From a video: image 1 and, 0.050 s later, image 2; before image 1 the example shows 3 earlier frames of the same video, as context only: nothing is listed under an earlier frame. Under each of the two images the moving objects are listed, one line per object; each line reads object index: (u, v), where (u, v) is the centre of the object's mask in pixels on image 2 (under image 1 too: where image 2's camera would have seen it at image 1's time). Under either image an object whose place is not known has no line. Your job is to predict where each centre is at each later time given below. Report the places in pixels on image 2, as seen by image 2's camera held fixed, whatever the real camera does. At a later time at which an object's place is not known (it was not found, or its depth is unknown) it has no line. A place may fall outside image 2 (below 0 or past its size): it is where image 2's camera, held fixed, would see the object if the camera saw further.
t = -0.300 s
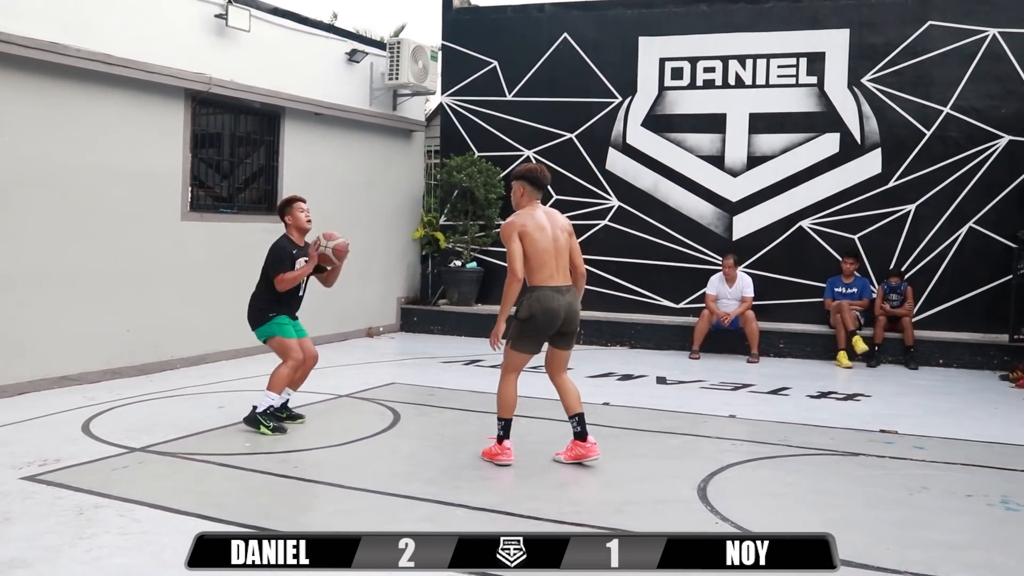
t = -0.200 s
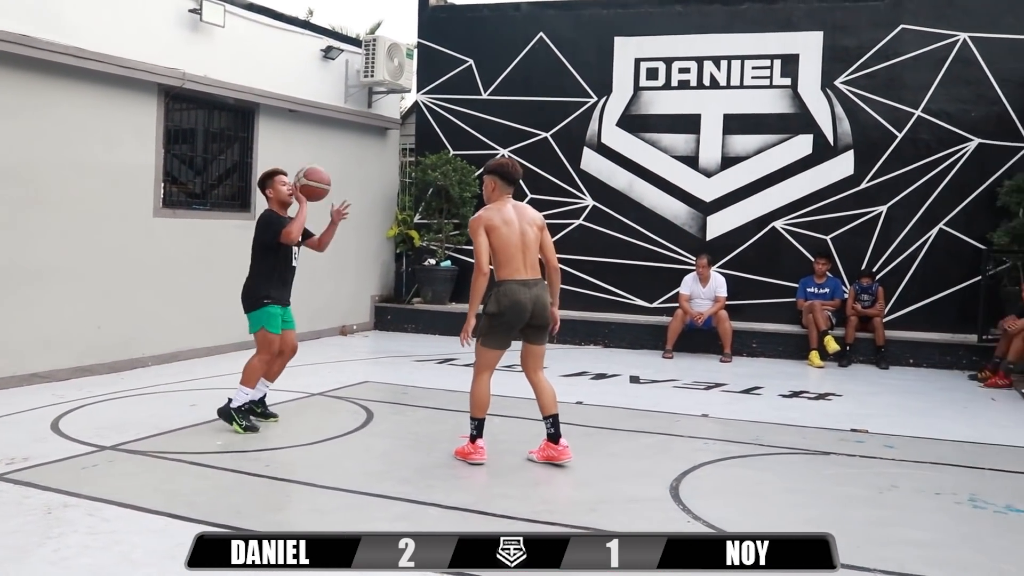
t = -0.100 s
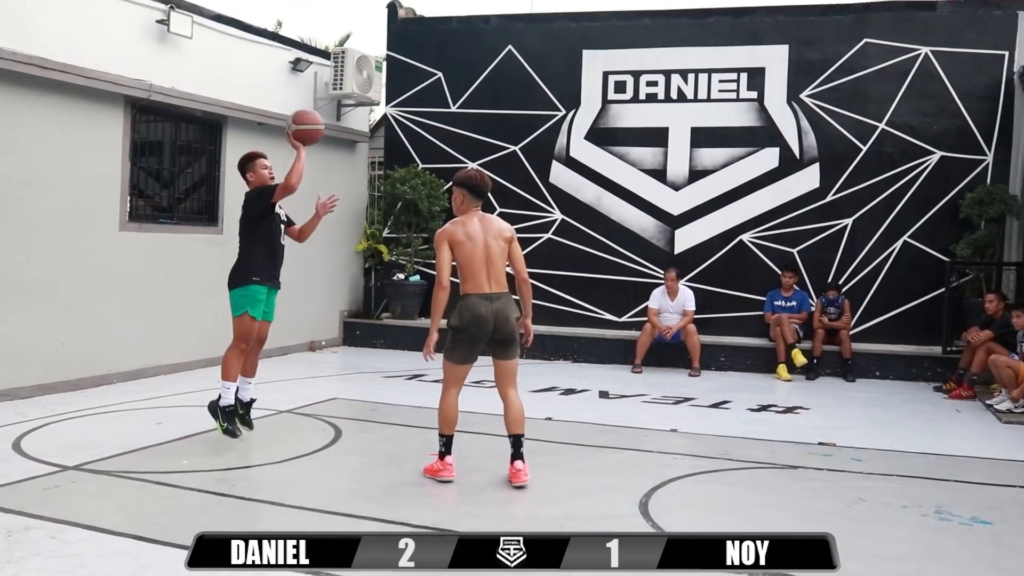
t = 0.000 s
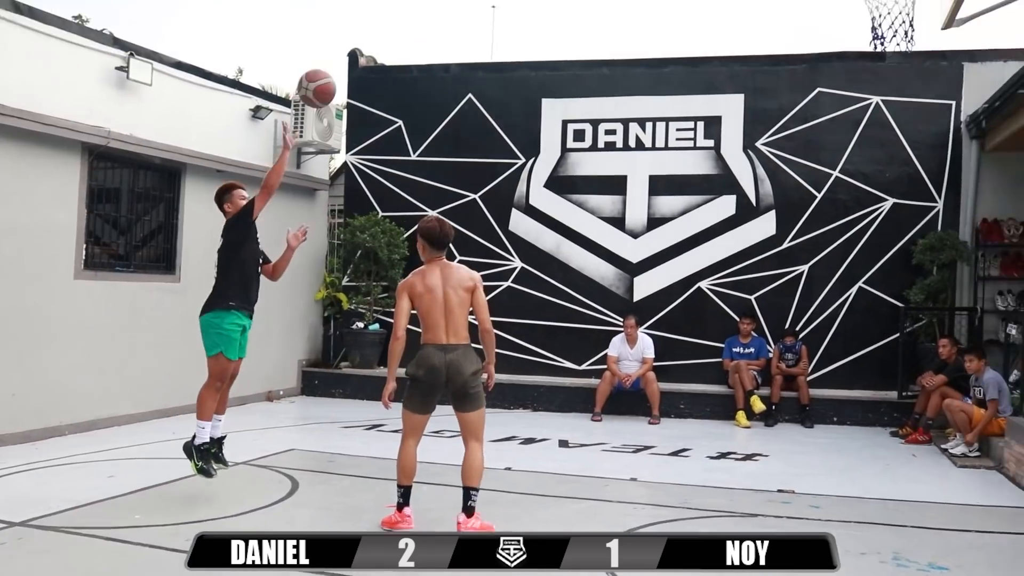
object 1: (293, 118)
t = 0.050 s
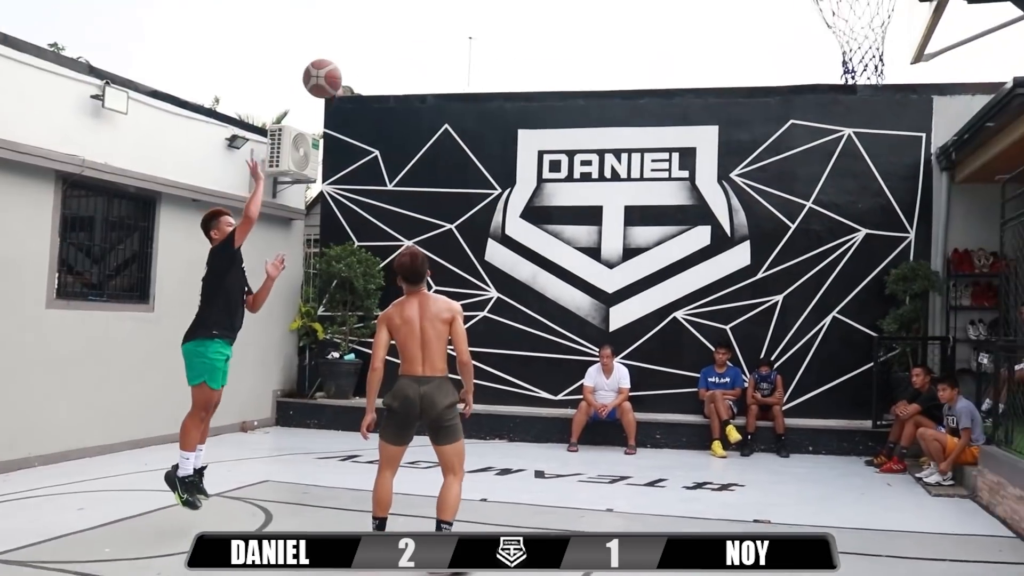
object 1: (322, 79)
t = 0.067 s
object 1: (331, 66)
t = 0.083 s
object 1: (341, 54)
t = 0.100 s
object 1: (350, 42)
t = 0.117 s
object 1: (360, 31)
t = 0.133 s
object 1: (369, 21)
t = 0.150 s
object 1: (379, 11)
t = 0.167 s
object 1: (389, 2)
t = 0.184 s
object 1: (398, -7)
